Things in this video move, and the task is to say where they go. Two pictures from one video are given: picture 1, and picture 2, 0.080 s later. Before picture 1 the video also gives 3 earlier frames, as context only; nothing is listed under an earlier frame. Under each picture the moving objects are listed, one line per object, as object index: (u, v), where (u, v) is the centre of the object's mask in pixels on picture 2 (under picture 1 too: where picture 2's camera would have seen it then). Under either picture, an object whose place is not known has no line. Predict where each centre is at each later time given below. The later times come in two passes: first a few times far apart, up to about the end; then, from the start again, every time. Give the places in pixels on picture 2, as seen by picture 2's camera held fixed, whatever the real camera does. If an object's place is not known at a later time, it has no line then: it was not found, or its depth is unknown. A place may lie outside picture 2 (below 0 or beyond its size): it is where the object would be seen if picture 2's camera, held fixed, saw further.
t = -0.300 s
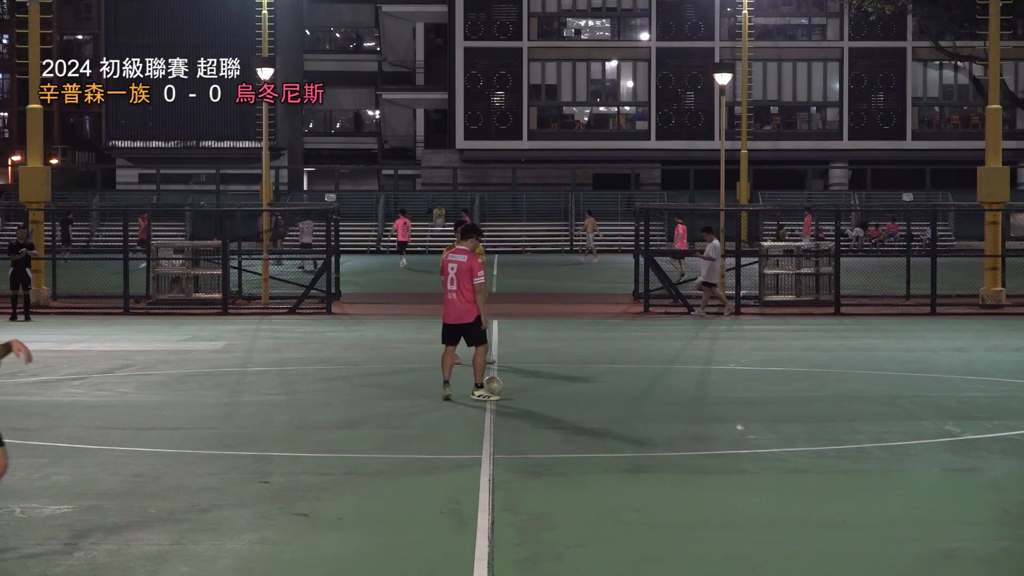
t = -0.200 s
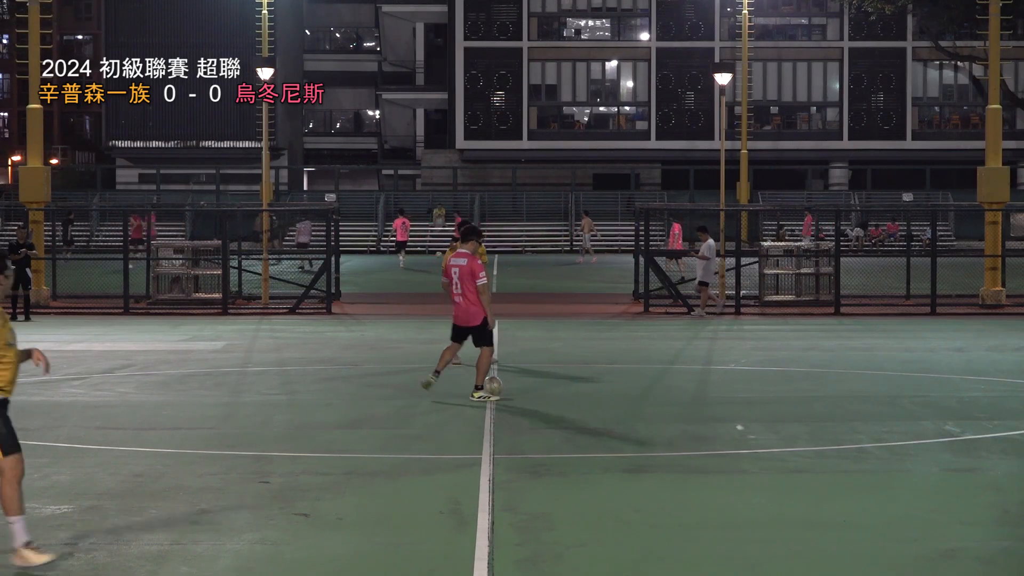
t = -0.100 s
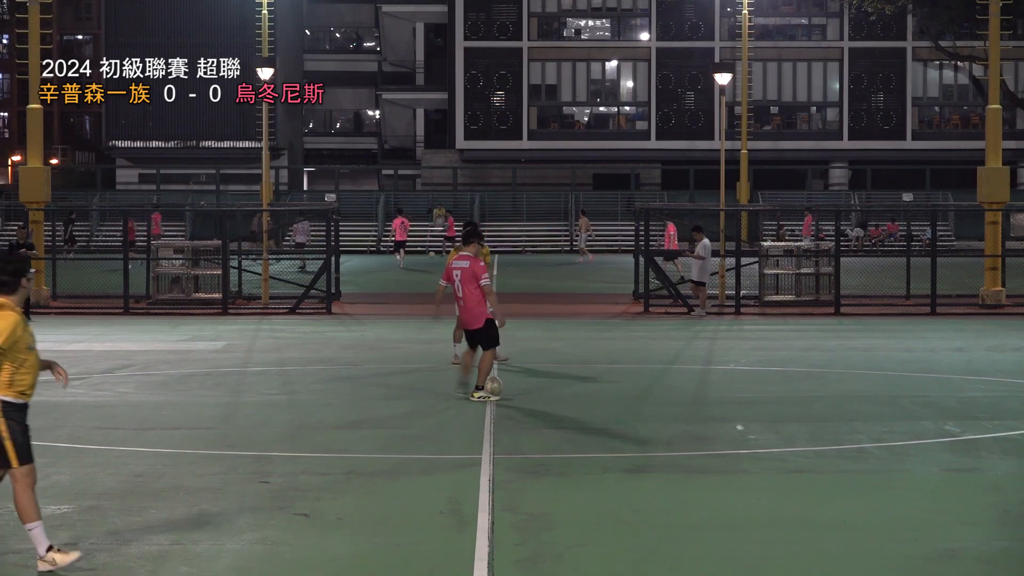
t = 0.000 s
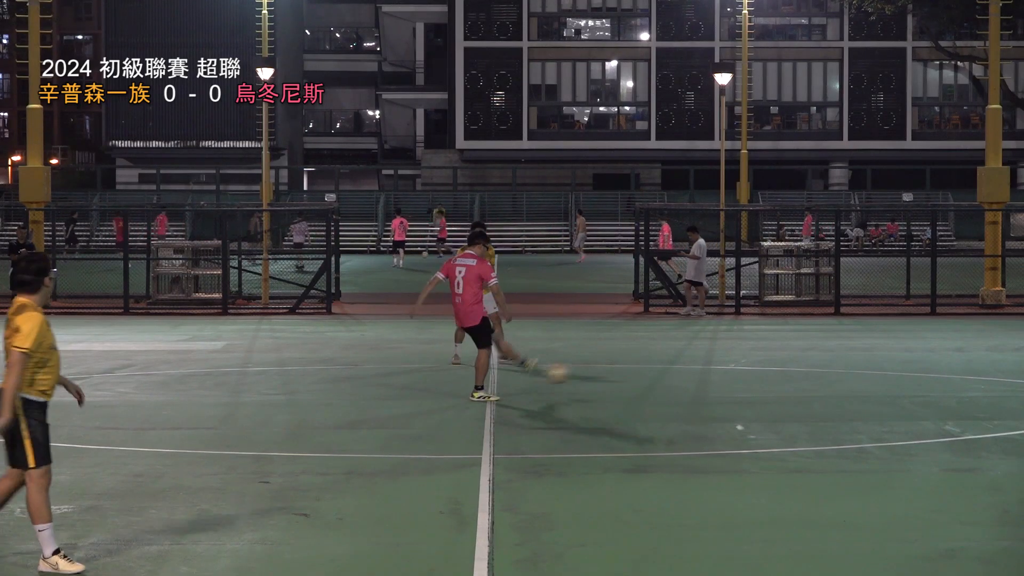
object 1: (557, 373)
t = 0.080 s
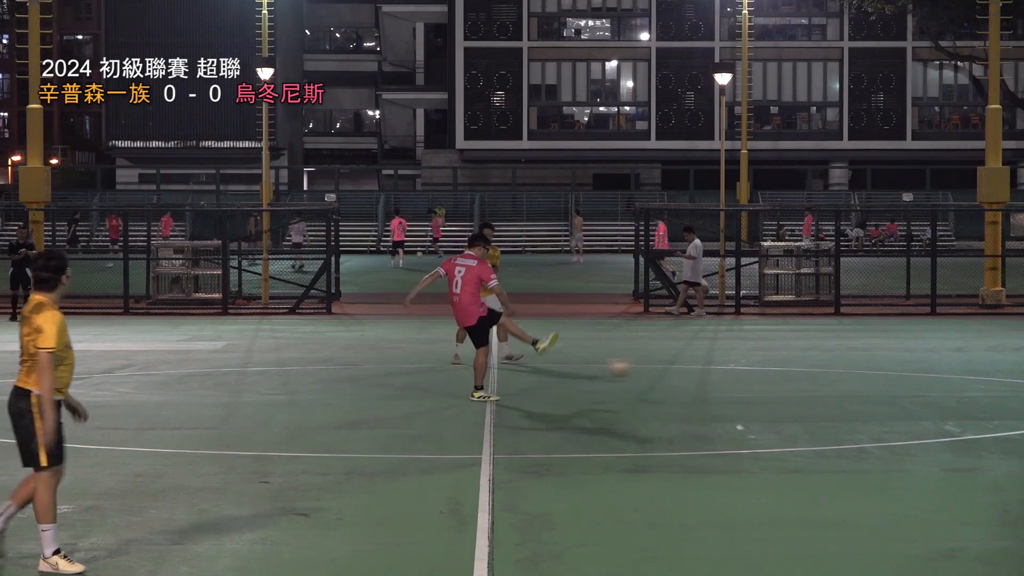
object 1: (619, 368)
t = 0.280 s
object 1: (772, 380)
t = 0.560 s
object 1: (901, 374)
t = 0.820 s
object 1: (1005, 376)
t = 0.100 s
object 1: (634, 367)
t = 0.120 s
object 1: (650, 367)
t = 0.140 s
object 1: (664, 368)
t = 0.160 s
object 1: (679, 367)
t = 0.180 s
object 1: (696, 369)
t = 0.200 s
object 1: (711, 370)
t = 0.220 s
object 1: (726, 372)
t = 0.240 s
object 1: (740, 373)
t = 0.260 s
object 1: (756, 377)
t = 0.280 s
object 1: (772, 380)
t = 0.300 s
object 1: (787, 384)
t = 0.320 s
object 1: (801, 386)
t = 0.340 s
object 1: (811, 385)
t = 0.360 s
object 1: (820, 383)
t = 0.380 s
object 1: (828, 379)
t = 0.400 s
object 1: (836, 377)
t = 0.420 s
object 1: (845, 376)
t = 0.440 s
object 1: (852, 374)
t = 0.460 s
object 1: (860, 373)
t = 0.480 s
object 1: (868, 372)
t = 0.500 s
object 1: (876, 371)
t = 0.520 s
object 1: (883, 372)
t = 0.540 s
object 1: (892, 373)
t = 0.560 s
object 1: (901, 374)
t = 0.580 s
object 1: (907, 375)
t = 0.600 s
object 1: (916, 377)
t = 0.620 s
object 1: (924, 379)
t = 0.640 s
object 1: (932, 381)
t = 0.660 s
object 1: (939, 385)
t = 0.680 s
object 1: (949, 389)
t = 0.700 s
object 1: (957, 386)
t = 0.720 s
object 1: (965, 384)
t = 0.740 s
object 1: (972, 381)
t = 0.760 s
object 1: (981, 379)
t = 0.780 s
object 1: (989, 377)
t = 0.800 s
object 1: (997, 376)
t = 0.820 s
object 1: (1005, 376)
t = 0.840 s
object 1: (1013, 376)
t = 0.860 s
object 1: (1017, 376)
